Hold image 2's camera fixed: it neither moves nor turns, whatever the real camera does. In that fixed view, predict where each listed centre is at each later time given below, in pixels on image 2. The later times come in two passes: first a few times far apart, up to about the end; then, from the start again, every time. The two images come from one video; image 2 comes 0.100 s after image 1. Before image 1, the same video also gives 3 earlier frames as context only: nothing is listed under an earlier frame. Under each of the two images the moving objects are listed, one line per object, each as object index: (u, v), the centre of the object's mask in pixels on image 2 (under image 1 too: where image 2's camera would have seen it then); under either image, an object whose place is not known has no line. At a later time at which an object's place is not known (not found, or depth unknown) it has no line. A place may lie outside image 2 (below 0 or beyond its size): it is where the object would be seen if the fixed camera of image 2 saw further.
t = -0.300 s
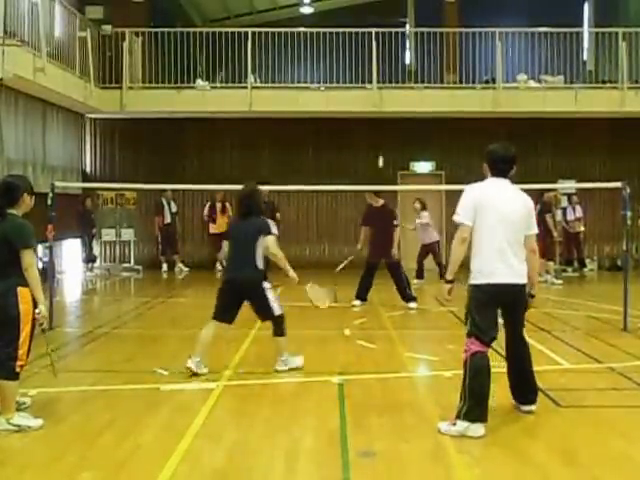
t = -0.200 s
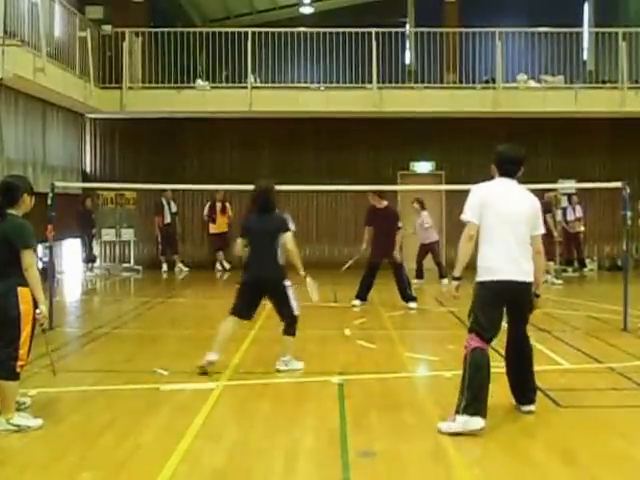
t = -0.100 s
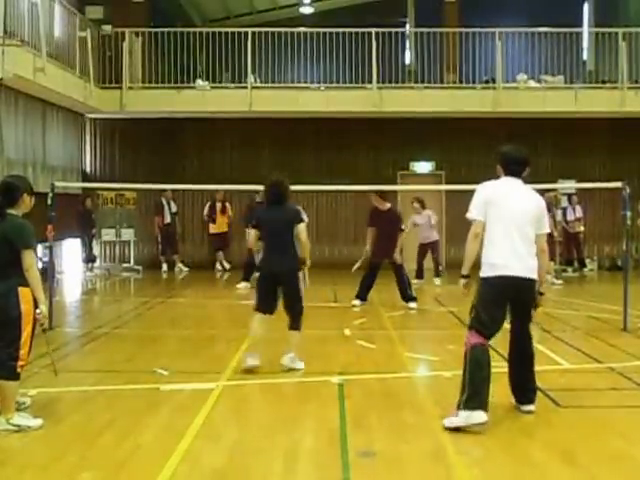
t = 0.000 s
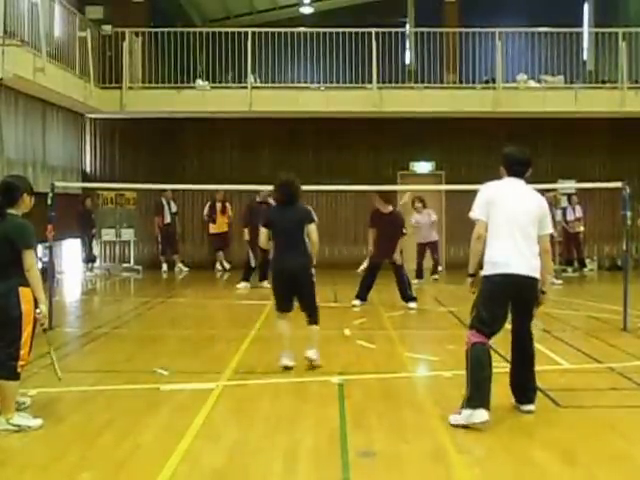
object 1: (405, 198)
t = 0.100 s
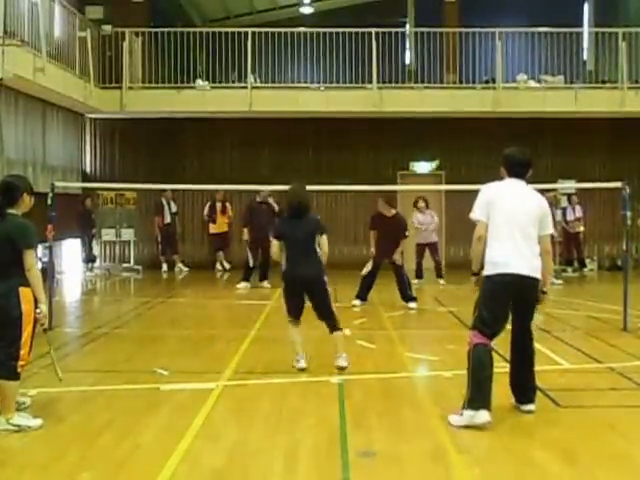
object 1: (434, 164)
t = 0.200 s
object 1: (459, 143)
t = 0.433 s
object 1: (516, 123)
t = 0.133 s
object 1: (442, 157)
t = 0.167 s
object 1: (451, 149)
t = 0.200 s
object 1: (459, 143)
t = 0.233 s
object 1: (467, 137)
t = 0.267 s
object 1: (477, 132)
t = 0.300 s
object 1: (485, 128)
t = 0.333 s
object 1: (493, 125)
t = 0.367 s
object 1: (500, 123)
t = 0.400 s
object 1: (508, 123)
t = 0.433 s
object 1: (516, 123)
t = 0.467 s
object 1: (523, 124)
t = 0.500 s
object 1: (531, 127)
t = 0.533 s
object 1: (539, 131)
